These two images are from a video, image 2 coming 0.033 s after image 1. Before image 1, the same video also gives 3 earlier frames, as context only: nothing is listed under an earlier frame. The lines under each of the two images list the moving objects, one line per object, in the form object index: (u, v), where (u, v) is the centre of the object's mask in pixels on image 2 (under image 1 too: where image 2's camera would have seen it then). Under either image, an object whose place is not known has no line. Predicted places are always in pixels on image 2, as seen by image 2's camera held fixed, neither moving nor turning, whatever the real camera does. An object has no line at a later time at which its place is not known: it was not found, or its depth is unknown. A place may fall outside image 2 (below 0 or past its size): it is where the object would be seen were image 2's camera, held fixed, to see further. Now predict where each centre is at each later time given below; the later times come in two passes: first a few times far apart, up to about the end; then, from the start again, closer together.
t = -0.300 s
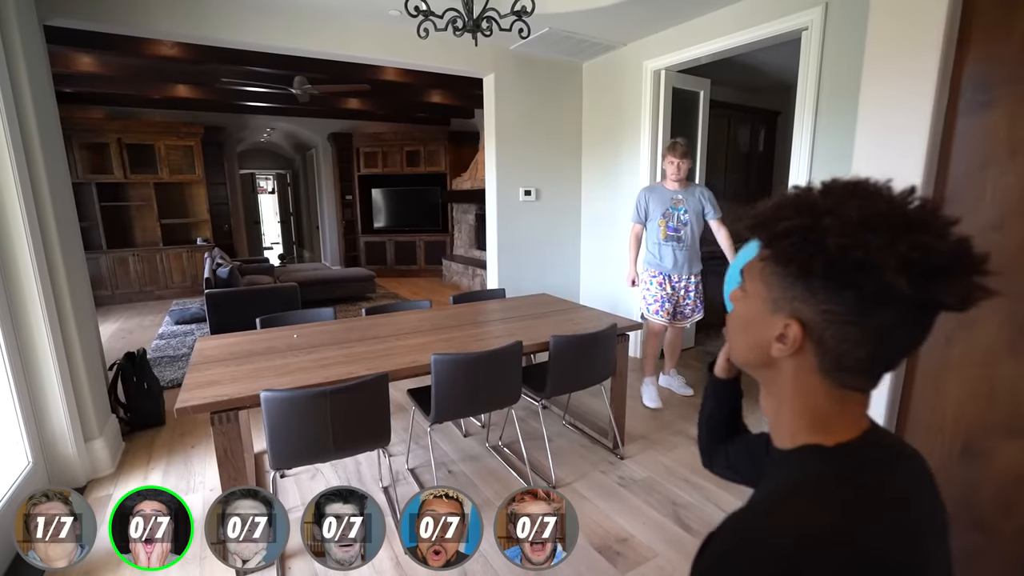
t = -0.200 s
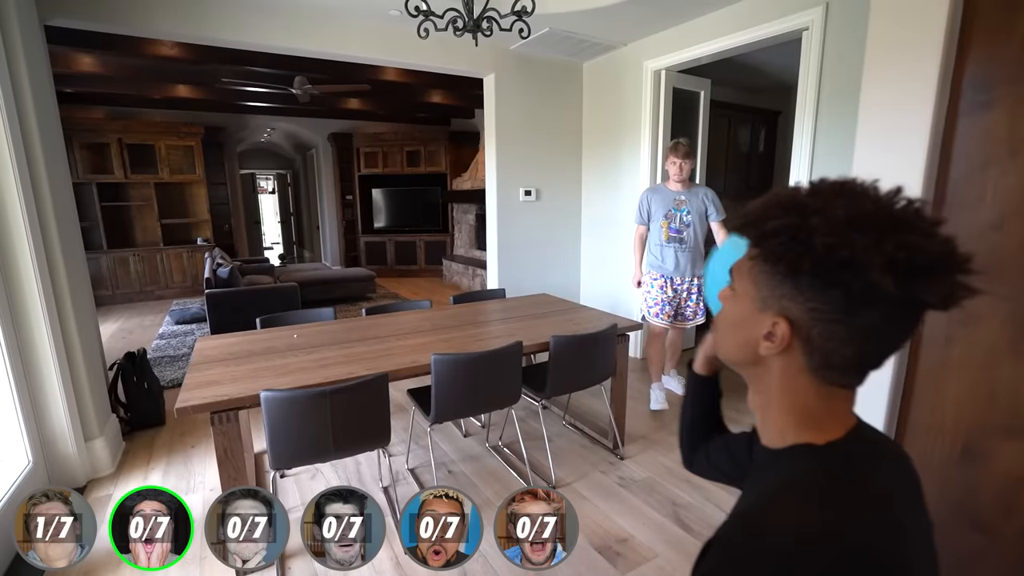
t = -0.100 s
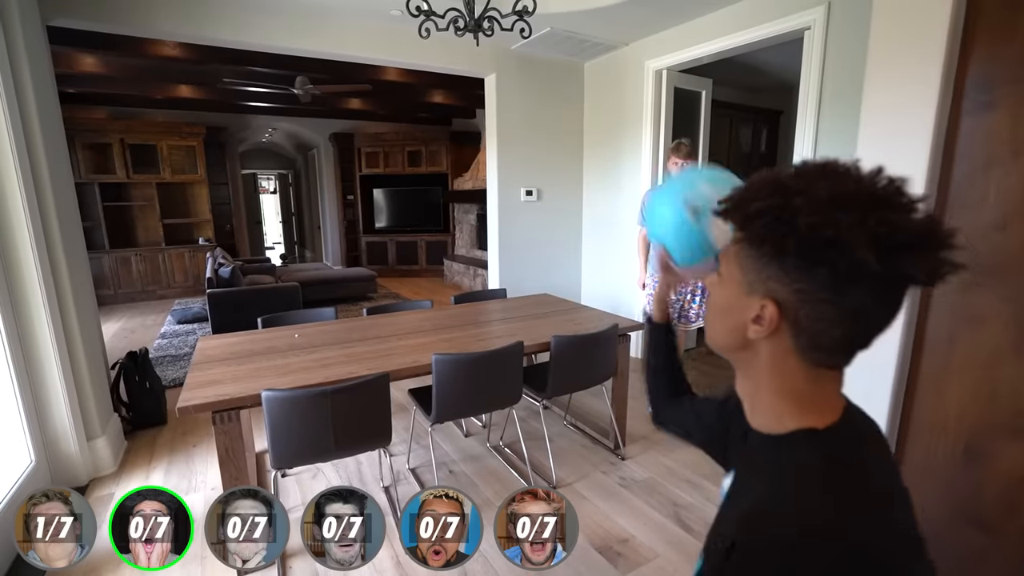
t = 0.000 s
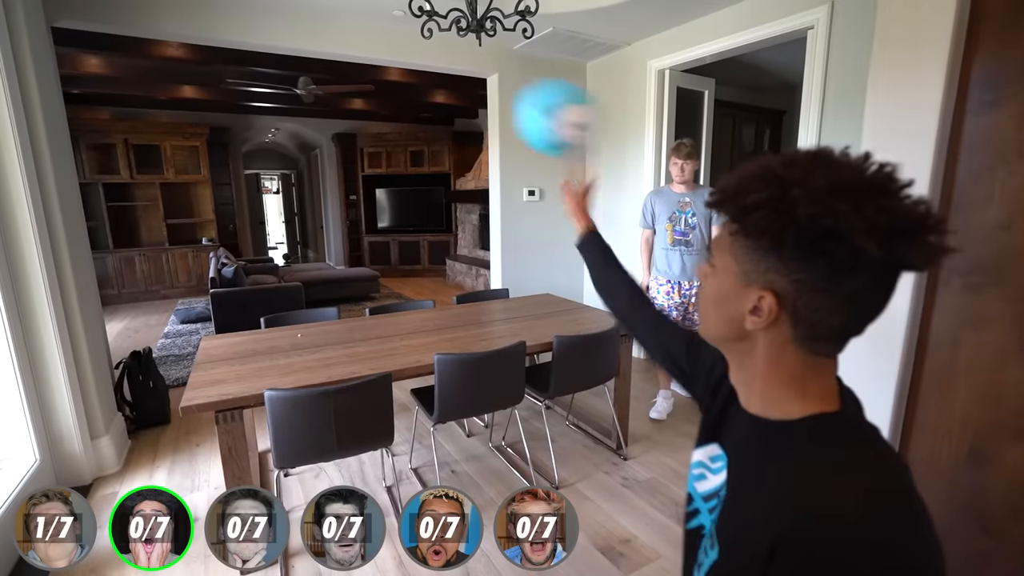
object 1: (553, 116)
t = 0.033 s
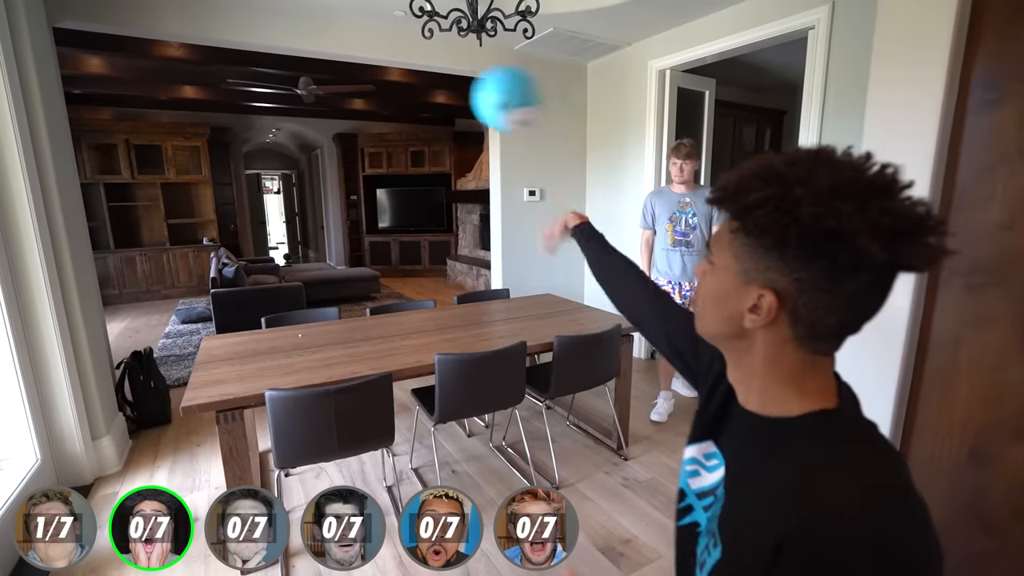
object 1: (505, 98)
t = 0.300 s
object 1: (356, 97)
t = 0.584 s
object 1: (312, 159)
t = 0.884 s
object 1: (298, 239)
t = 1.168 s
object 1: (291, 245)
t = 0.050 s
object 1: (485, 93)
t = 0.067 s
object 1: (468, 89)
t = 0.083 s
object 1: (455, 87)
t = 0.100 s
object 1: (443, 86)
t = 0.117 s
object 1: (431, 85)
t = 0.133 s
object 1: (420, 84)
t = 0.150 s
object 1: (410, 84)
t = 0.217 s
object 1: (381, 86)
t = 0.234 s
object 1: (375, 88)
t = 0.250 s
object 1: (370, 89)
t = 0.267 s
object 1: (365, 92)
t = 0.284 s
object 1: (360, 94)
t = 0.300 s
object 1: (356, 97)
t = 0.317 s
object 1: (352, 100)
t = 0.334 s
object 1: (348, 103)
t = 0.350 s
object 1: (345, 106)
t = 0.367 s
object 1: (342, 109)
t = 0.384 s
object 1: (339, 113)
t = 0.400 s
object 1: (336, 116)
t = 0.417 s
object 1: (334, 120)
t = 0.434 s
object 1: (331, 124)
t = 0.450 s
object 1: (328, 127)
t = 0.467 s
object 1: (326, 132)
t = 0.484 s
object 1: (324, 135)
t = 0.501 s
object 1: (322, 139)
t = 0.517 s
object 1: (320, 144)
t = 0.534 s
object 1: (318, 148)
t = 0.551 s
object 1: (315, 152)
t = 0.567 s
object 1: (314, 156)
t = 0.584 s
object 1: (312, 159)
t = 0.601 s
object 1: (312, 162)
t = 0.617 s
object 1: (310, 168)
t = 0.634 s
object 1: (309, 172)
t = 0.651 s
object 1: (308, 176)
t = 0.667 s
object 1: (307, 181)
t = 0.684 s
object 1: (306, 186)
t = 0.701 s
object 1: (305, 190)
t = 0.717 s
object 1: (304, 195)
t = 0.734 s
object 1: (304, 199)
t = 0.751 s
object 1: (303, 204)
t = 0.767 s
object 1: (303, 208)
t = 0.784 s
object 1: (302, 212)
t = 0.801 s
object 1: (302, 217)
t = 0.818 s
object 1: (300, 221)
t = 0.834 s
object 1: (300, 226)
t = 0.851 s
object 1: (299, 230)
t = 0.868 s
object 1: (299, 236)
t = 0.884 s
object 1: (298, 239)
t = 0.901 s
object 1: (298, 243)
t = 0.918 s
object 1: (298, 249)
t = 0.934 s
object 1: (296, 252)
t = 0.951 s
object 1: (296, 257)
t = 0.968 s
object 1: (295, 260)
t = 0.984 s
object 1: (295, 261)
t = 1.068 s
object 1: (294, 260)
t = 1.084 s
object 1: (293, 259)
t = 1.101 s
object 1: (292, 257)
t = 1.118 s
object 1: (292, 253)
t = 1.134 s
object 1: (292, 249)
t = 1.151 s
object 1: (291, 246)
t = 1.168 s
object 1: (291, 245)
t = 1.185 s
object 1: (290, 243)
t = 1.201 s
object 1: (290, 239)
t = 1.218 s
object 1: (290, 238)
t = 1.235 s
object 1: (290, 237)
